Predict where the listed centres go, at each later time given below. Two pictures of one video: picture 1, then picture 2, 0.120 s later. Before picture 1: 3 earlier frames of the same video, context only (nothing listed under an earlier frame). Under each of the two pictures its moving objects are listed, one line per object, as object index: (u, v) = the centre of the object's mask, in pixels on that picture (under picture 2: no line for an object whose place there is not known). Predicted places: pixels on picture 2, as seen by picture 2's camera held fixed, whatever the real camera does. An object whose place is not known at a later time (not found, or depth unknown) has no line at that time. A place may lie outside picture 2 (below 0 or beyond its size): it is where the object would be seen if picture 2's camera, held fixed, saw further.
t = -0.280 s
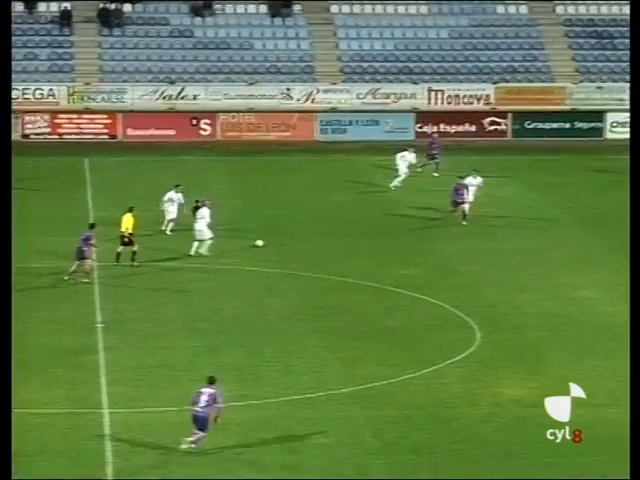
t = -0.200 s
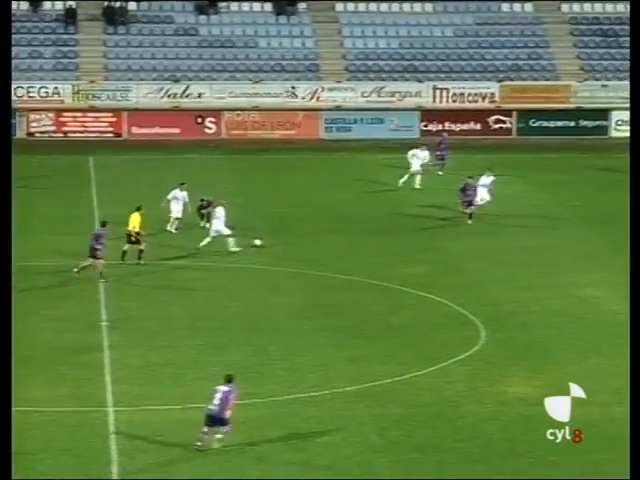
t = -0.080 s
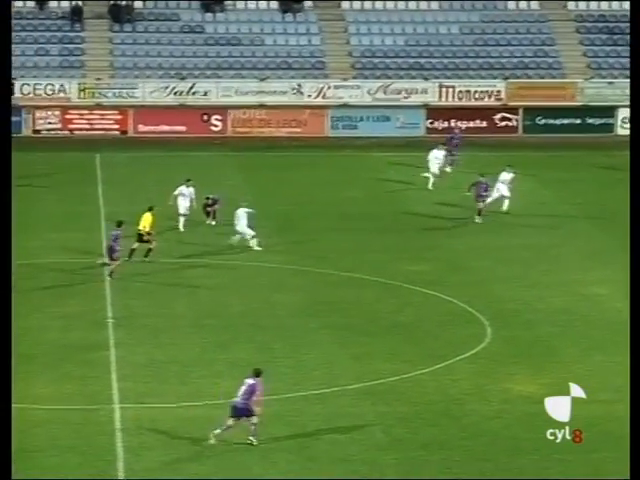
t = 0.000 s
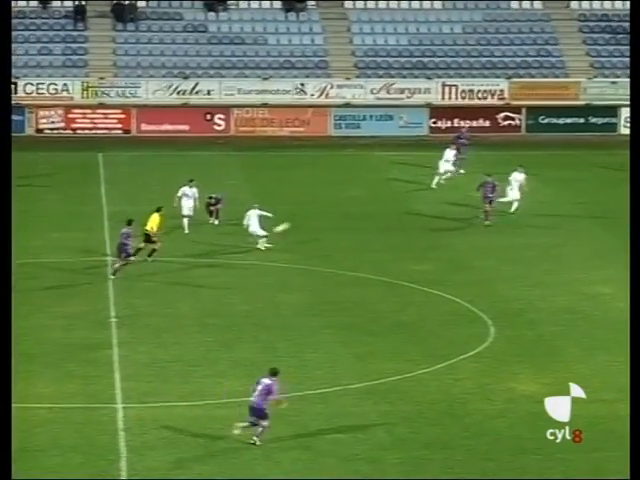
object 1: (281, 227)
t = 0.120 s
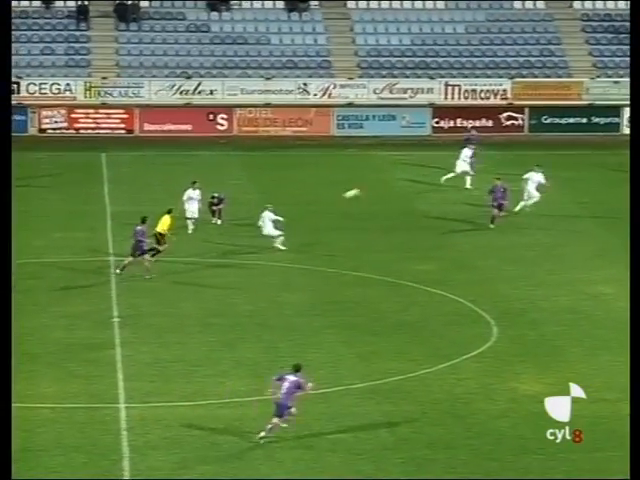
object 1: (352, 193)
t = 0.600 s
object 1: (602, 102)
